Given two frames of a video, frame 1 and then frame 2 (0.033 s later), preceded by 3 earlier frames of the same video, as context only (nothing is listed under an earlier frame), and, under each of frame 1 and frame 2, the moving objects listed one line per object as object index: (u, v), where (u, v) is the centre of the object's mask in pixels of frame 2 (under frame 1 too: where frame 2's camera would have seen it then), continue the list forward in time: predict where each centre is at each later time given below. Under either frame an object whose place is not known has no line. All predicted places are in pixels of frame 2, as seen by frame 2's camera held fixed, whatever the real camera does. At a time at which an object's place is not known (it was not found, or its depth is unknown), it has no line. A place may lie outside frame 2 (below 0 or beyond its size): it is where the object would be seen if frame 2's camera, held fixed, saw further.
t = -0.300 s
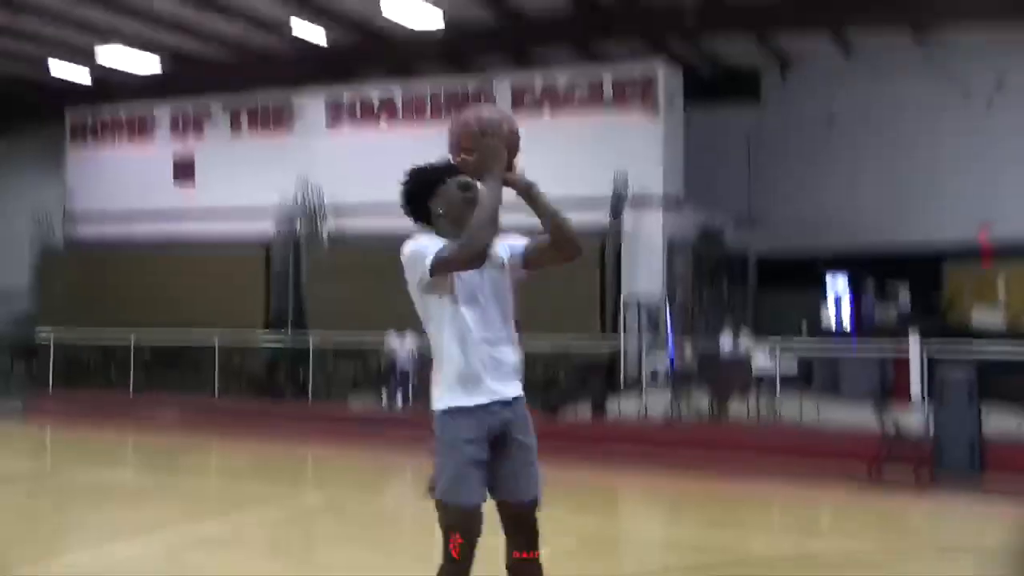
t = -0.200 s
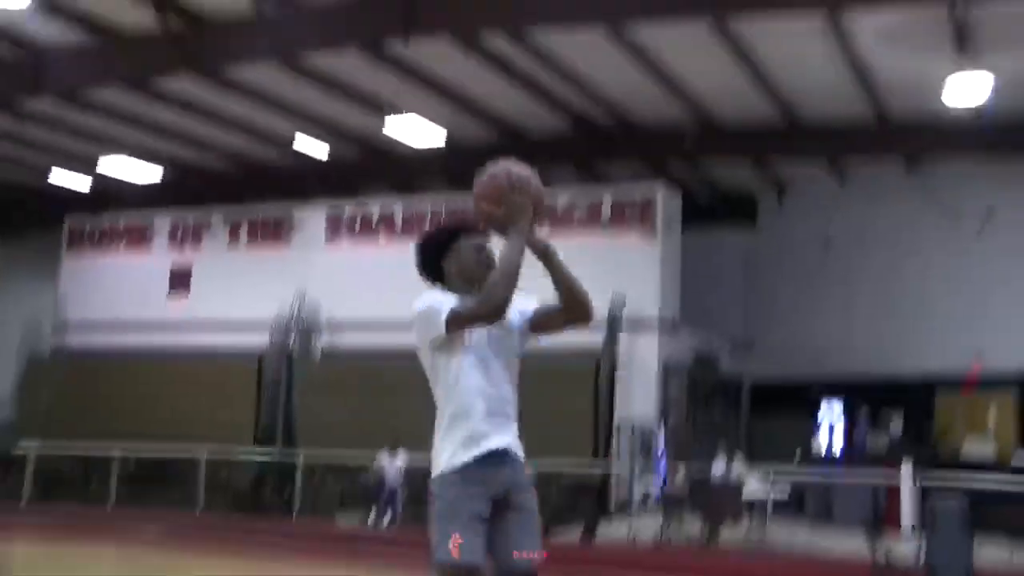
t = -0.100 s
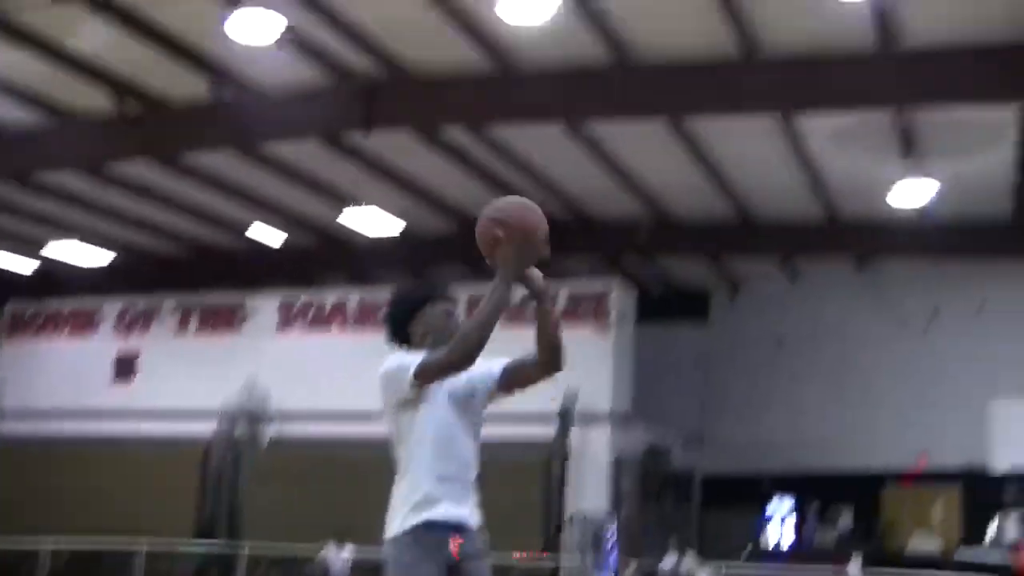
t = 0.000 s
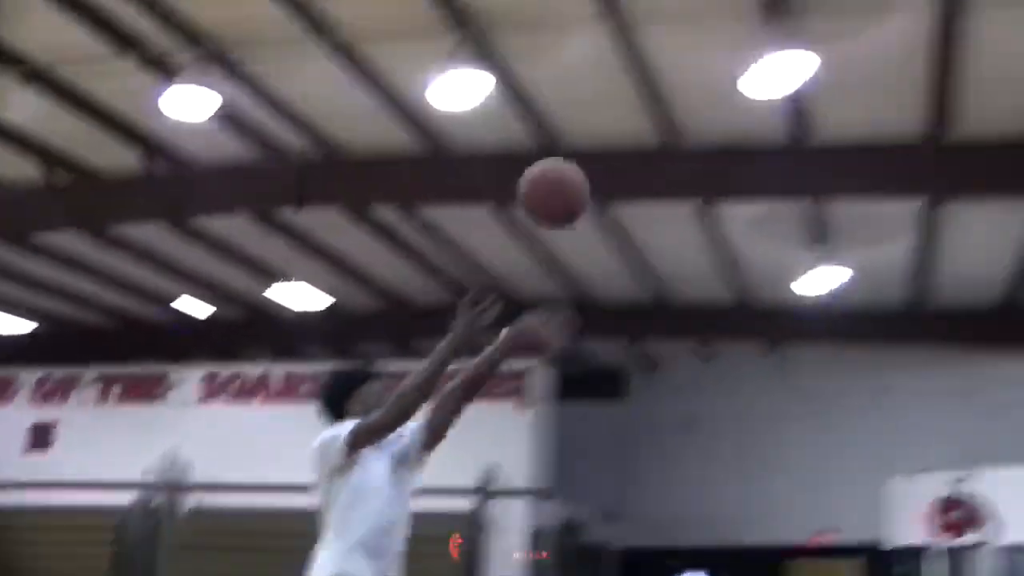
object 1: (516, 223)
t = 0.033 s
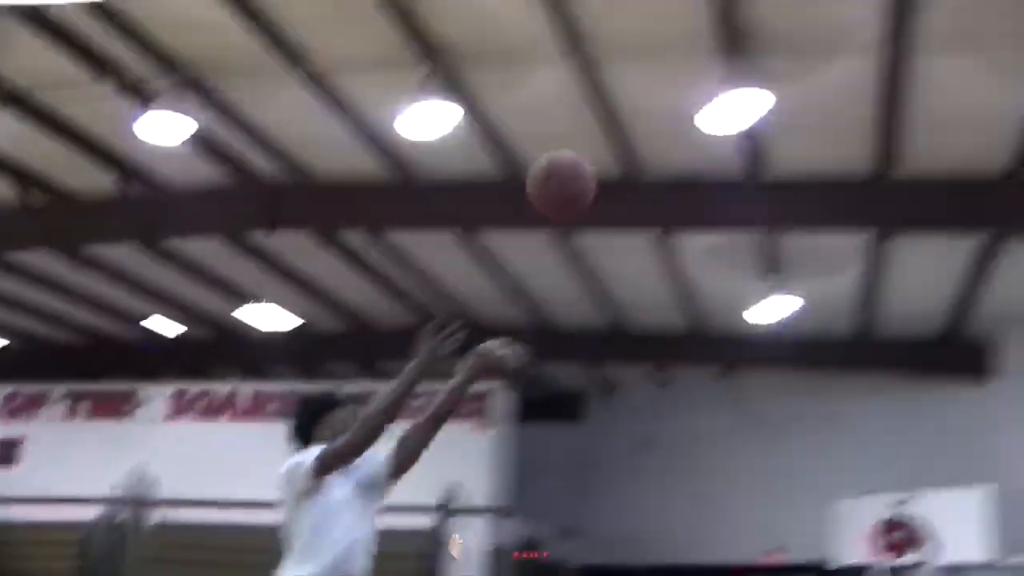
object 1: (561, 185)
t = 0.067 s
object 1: (607, 149)
